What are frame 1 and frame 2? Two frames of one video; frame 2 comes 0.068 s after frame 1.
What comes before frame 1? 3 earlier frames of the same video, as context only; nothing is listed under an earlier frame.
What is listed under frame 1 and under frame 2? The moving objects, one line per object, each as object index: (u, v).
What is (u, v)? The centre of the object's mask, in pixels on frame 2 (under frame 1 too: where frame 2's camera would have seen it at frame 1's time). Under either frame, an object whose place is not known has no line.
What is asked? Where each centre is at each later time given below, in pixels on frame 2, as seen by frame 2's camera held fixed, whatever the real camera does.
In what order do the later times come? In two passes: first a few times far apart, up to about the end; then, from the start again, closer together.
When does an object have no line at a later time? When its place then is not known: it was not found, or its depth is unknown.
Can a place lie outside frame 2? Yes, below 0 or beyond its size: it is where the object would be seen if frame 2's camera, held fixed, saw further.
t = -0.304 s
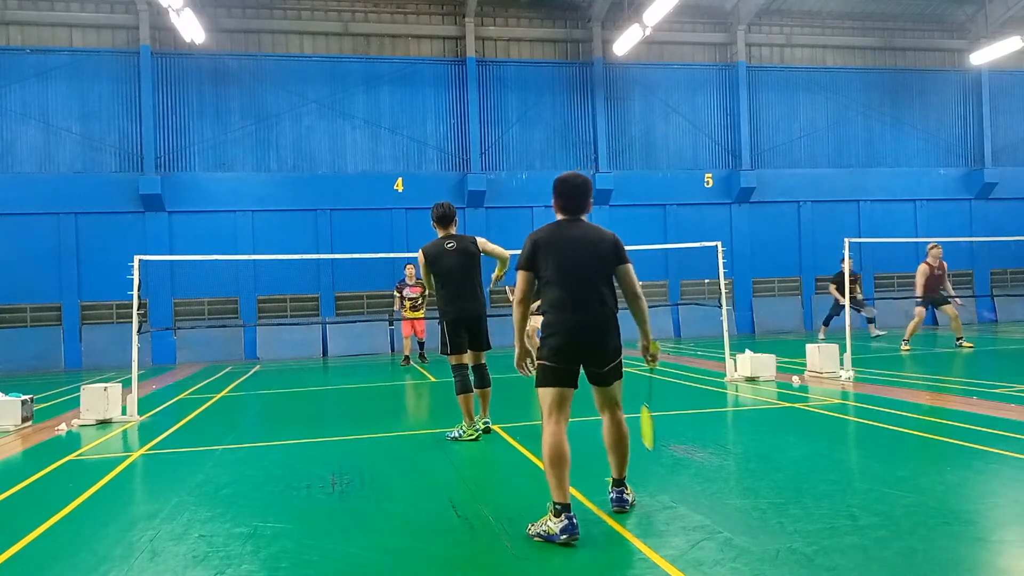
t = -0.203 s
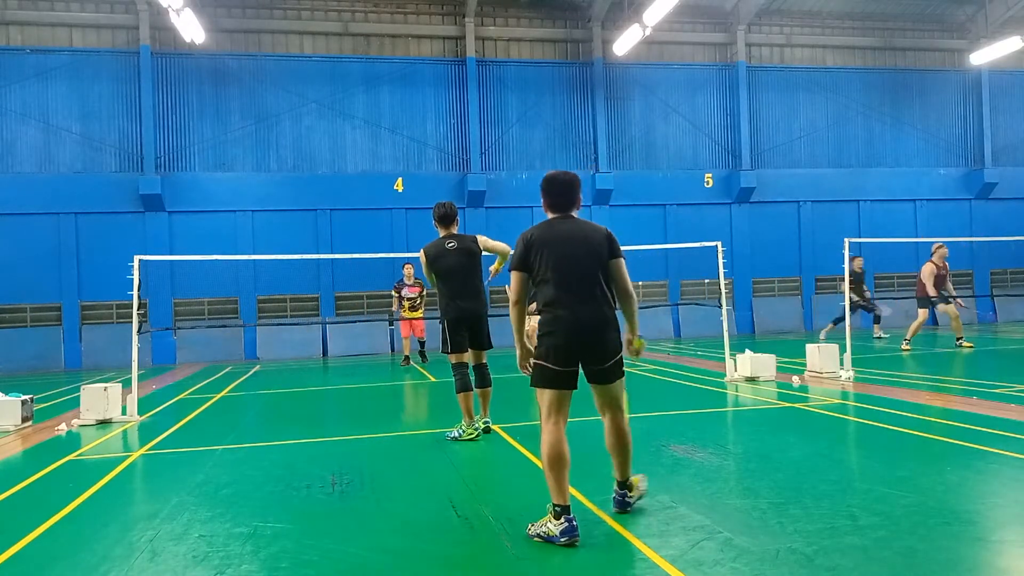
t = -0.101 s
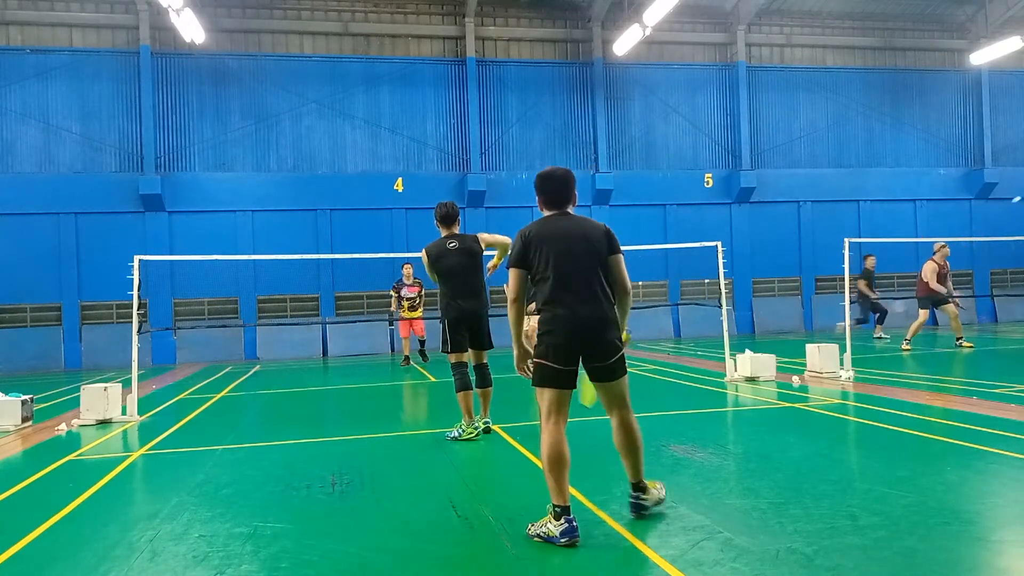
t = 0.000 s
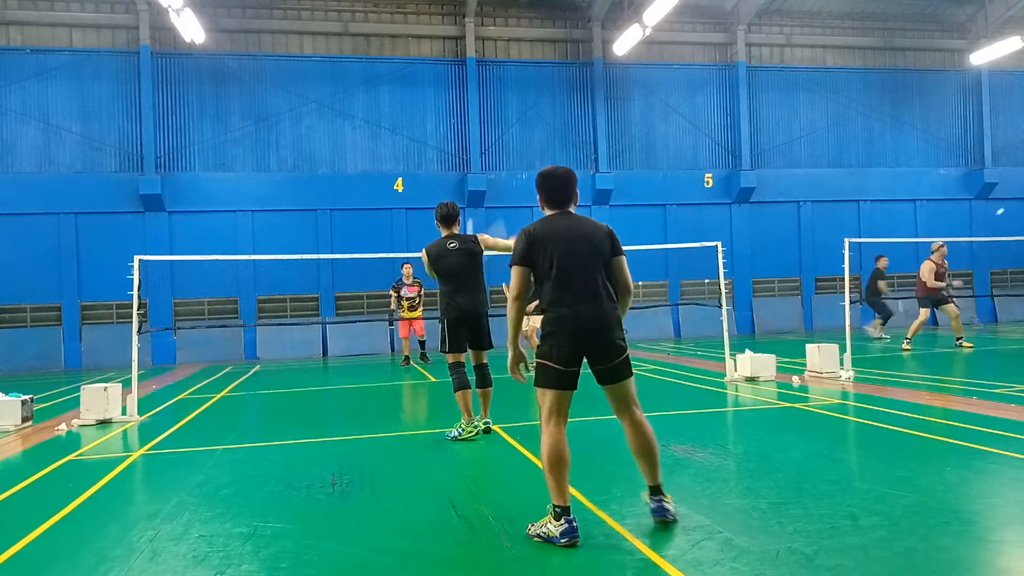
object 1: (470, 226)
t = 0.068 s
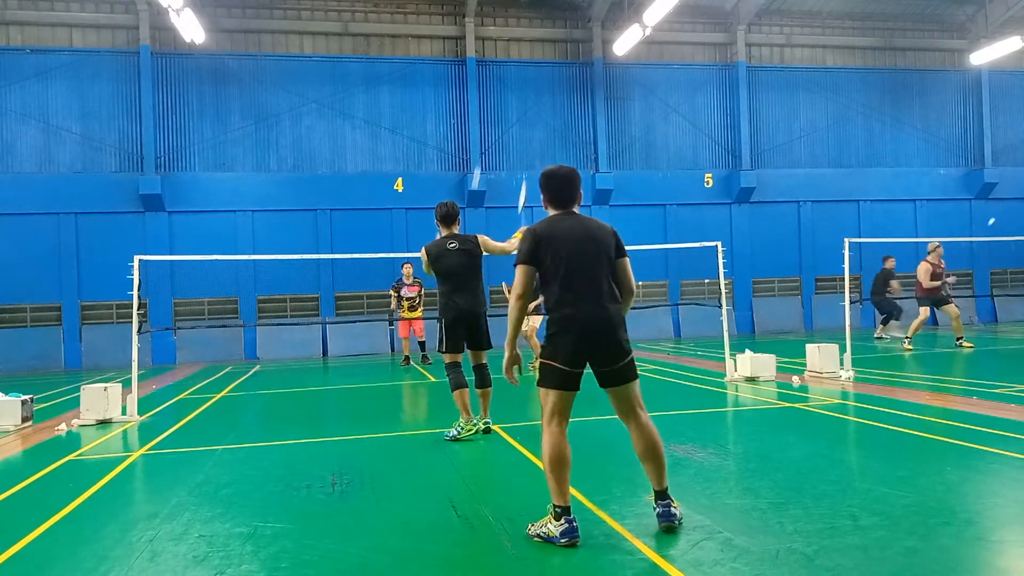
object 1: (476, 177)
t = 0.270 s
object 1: (488, 102)
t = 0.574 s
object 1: (500, 93)
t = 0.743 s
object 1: (508, 113)
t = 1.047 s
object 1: (521, 176)
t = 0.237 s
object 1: (487, 109)
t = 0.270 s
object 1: (488, 102)
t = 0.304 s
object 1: (490, 97)
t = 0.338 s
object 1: (491, 94)
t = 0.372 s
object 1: (493, 92)
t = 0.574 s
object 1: (500, 93)
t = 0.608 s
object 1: (502, 96)
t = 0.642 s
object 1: (504, 99)
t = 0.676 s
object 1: (505, 103)
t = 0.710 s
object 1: (506, 108)
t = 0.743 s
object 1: (508, 113)
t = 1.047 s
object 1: (521, 176)
